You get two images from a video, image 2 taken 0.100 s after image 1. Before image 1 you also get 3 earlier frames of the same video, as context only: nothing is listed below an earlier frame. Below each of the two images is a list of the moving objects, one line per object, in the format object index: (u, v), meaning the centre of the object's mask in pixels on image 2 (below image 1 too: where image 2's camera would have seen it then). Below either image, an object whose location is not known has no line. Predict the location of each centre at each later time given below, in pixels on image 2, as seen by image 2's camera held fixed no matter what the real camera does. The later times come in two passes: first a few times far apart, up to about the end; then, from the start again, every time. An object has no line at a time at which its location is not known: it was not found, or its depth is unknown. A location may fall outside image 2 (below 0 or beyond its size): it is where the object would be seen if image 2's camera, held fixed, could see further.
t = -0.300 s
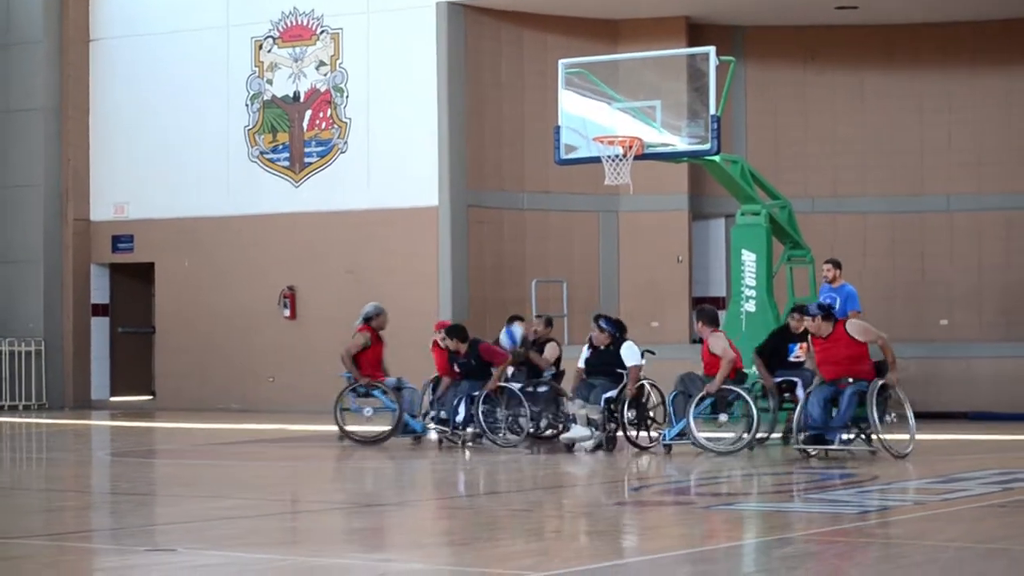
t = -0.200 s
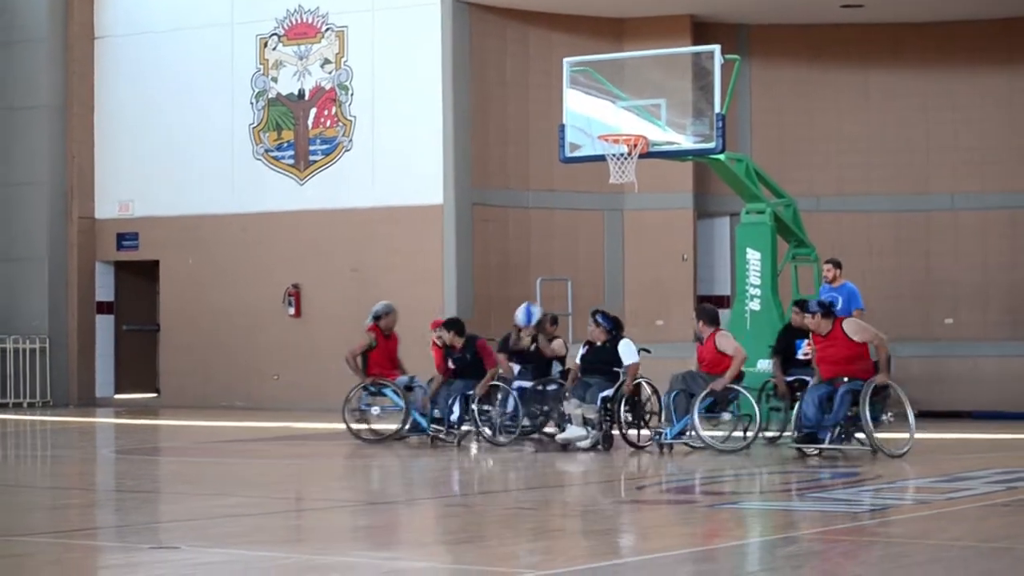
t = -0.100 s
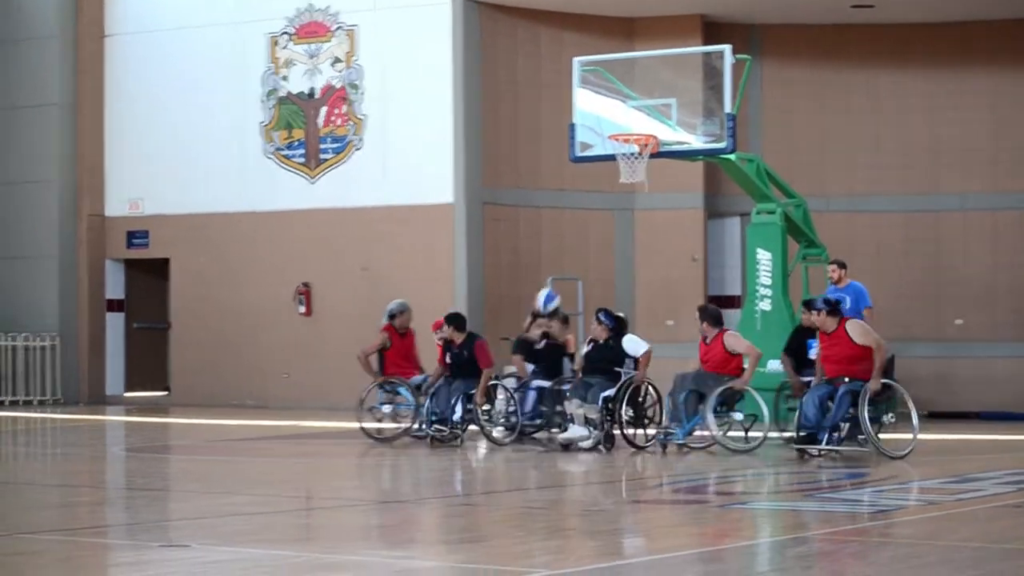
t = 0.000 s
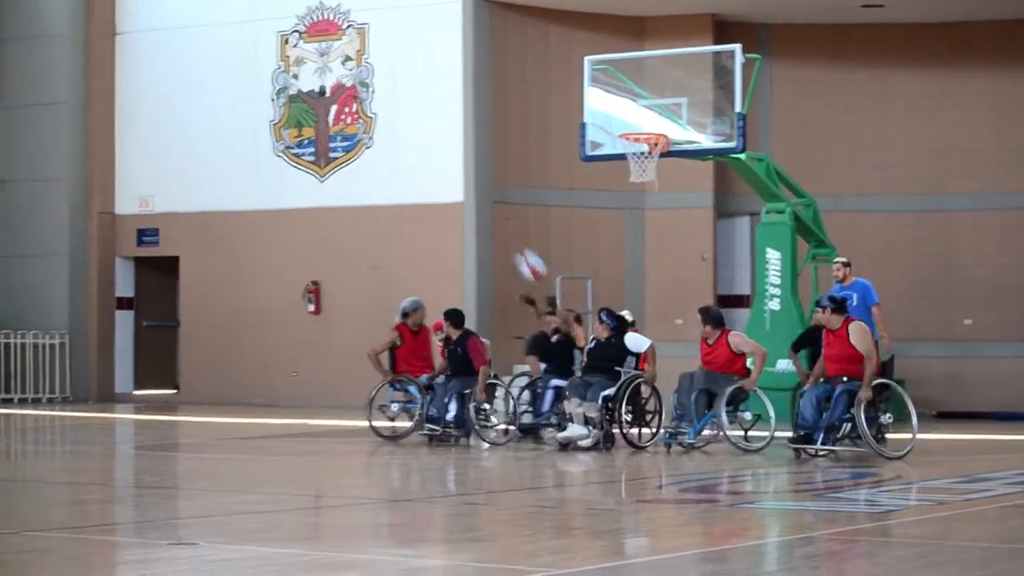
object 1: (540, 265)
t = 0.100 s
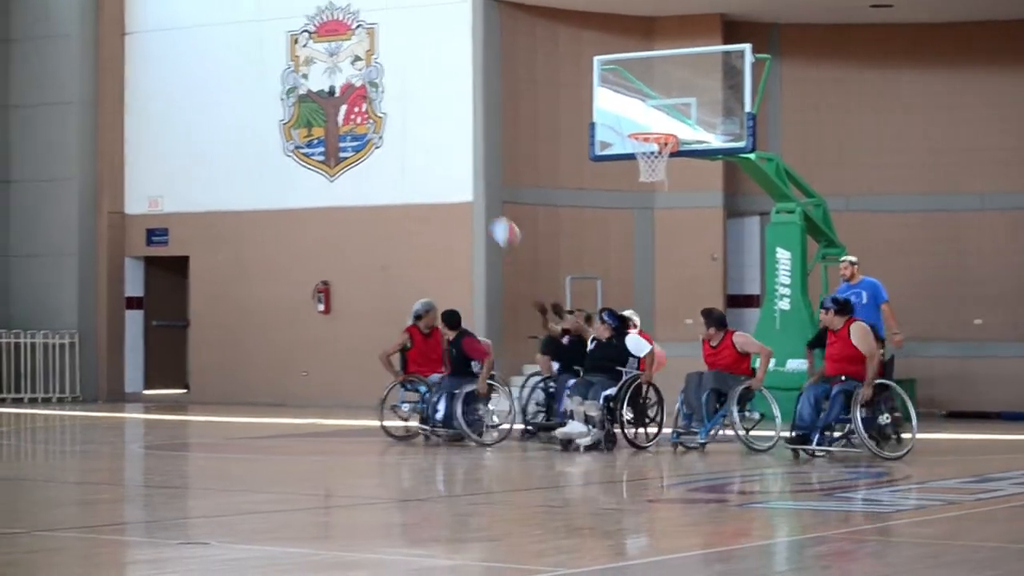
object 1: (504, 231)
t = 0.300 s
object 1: (433, 196)
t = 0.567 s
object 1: (325, 221)
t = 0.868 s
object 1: (196, 359)
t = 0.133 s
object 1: (493, 224)
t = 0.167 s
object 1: (481, 216)
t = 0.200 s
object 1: (467, 210)
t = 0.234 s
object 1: (458, 203)
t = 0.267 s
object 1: (446, 198)
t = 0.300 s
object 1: (433, 196)
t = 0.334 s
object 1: (420, 195)
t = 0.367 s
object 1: (408, 194)
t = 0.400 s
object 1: (395, 195)
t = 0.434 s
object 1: (379, 198)
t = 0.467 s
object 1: (369, 201)
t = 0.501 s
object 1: (352, 207)
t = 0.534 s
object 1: (338, 214)
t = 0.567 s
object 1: (325, 221)
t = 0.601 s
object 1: (311, 228)
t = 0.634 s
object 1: (297, 240)
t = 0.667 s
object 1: (283, 253)
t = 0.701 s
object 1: (269, 266)
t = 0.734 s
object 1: (254, 283)
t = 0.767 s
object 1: (241, 298)
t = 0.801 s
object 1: (227, 315)
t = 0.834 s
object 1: (213, 334)
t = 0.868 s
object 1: (196, 359)
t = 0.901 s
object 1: (181, 377)
